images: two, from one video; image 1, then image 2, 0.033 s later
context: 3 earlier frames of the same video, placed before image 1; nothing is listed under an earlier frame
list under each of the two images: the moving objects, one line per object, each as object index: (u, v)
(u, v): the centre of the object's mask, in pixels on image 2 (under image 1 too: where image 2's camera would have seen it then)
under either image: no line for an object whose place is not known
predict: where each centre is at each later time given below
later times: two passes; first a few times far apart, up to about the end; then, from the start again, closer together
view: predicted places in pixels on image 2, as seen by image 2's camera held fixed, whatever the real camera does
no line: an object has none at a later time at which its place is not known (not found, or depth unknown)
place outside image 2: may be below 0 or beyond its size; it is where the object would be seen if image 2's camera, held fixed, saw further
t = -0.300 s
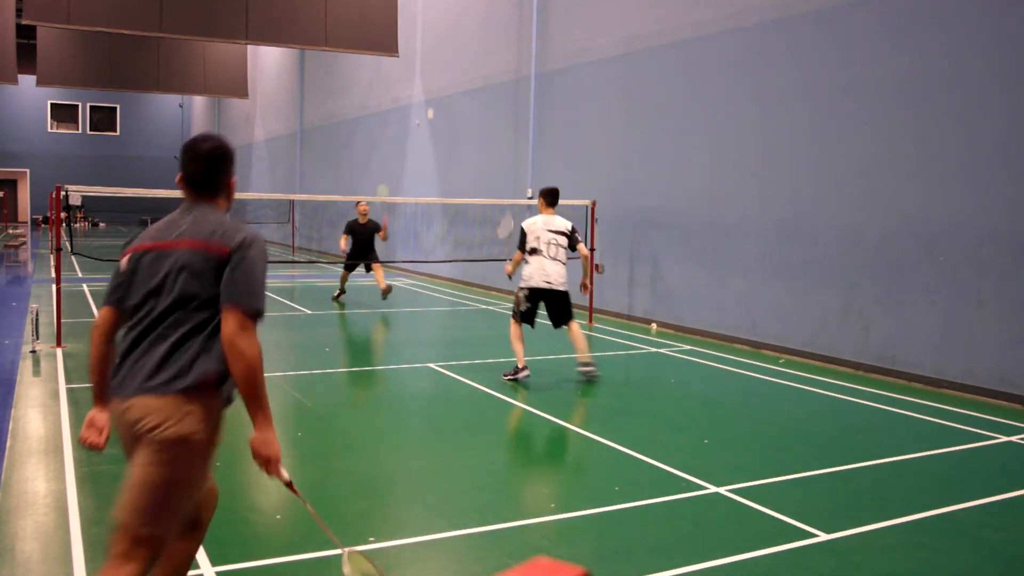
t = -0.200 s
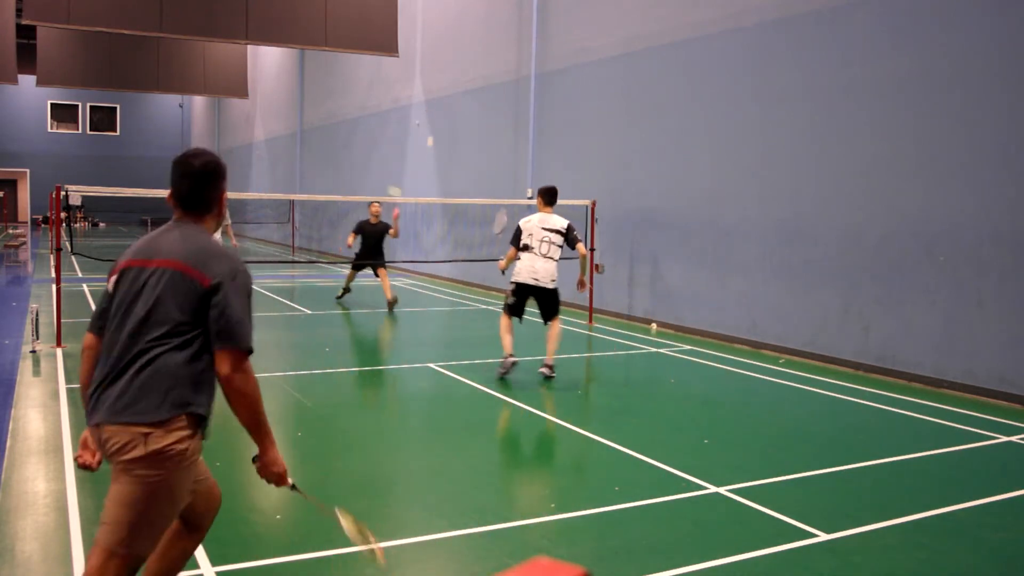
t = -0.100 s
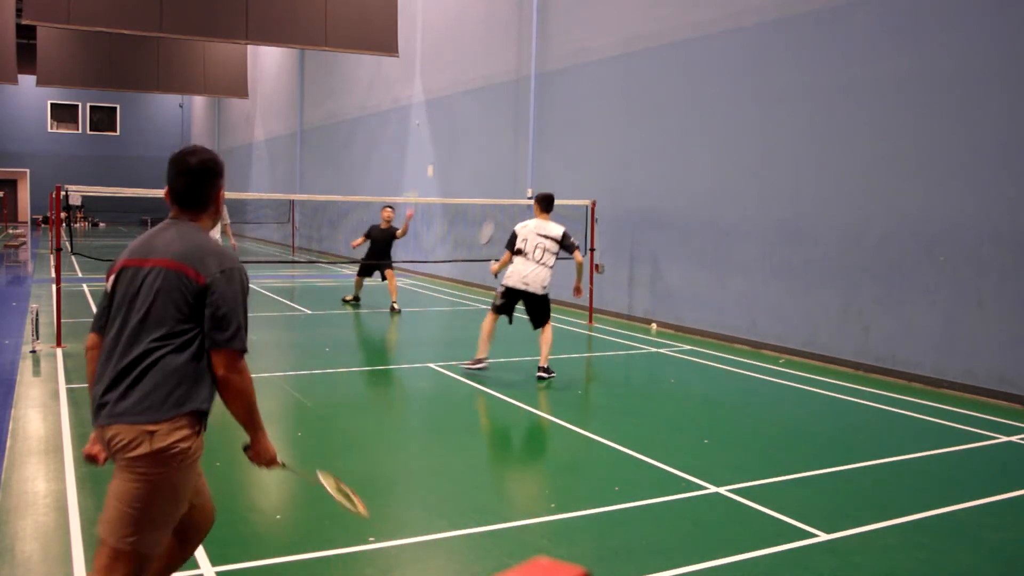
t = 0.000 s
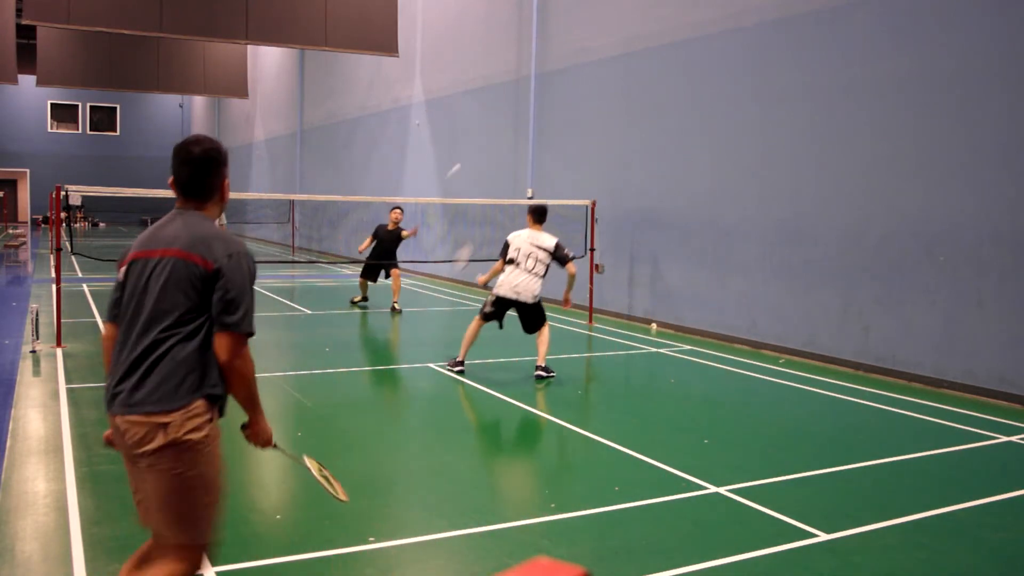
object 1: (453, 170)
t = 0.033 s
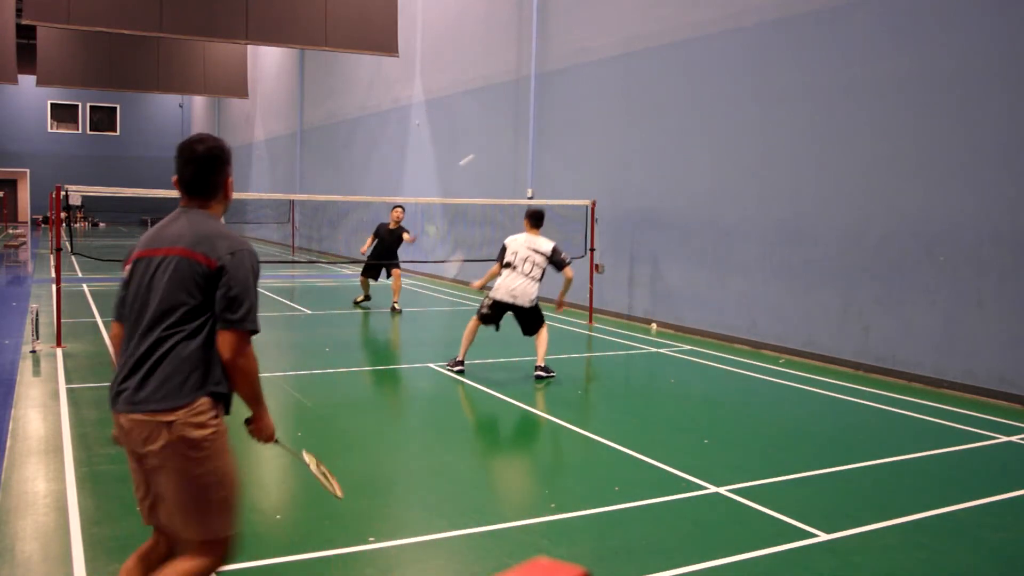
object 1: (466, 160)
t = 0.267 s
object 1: (558, 121)
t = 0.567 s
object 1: (679, 168)
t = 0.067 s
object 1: (480, 151)
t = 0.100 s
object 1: (494, 143)
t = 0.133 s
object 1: (507, 136)
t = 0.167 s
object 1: (520, 131)
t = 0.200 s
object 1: (533, 126)
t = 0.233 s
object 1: (546, 123)
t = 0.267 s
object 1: (558, 121)
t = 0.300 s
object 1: (572, 120)
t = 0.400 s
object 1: (612, 125)
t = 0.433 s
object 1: (625, 130)
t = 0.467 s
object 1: (638, 136)
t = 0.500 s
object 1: (652, 145)
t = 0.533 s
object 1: (665, 156)
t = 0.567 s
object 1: (679, 168)
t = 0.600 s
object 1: (693, 183)
